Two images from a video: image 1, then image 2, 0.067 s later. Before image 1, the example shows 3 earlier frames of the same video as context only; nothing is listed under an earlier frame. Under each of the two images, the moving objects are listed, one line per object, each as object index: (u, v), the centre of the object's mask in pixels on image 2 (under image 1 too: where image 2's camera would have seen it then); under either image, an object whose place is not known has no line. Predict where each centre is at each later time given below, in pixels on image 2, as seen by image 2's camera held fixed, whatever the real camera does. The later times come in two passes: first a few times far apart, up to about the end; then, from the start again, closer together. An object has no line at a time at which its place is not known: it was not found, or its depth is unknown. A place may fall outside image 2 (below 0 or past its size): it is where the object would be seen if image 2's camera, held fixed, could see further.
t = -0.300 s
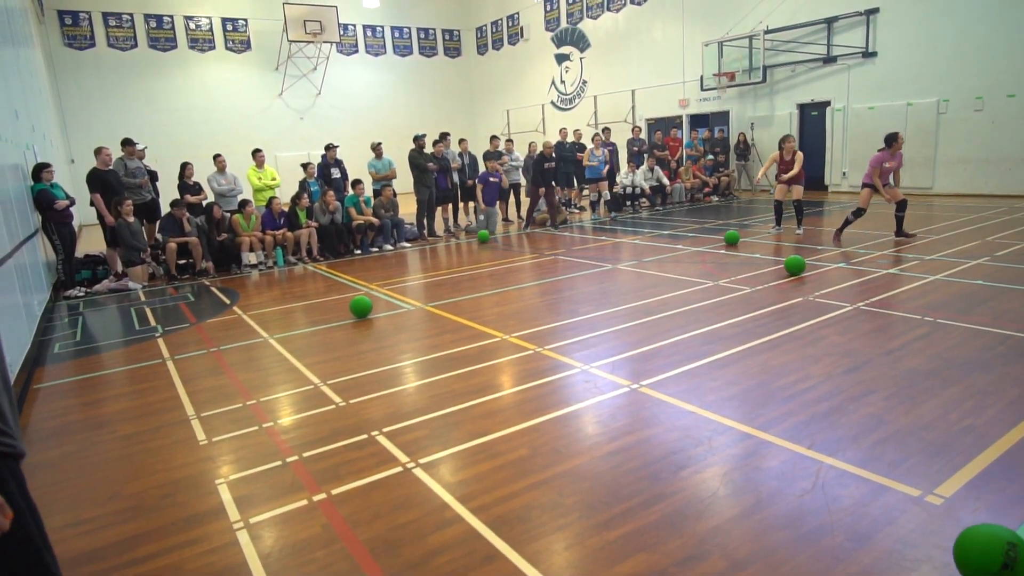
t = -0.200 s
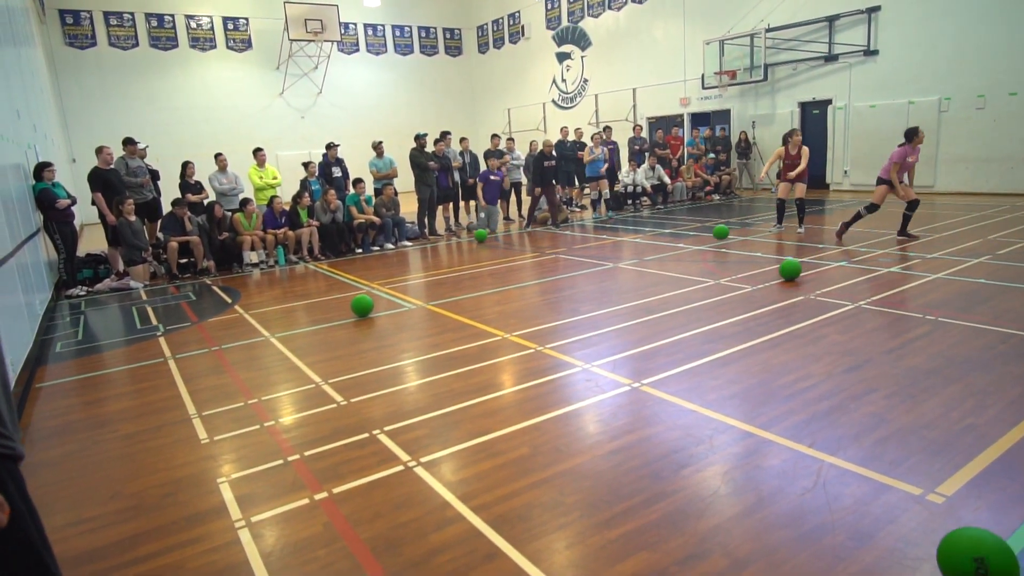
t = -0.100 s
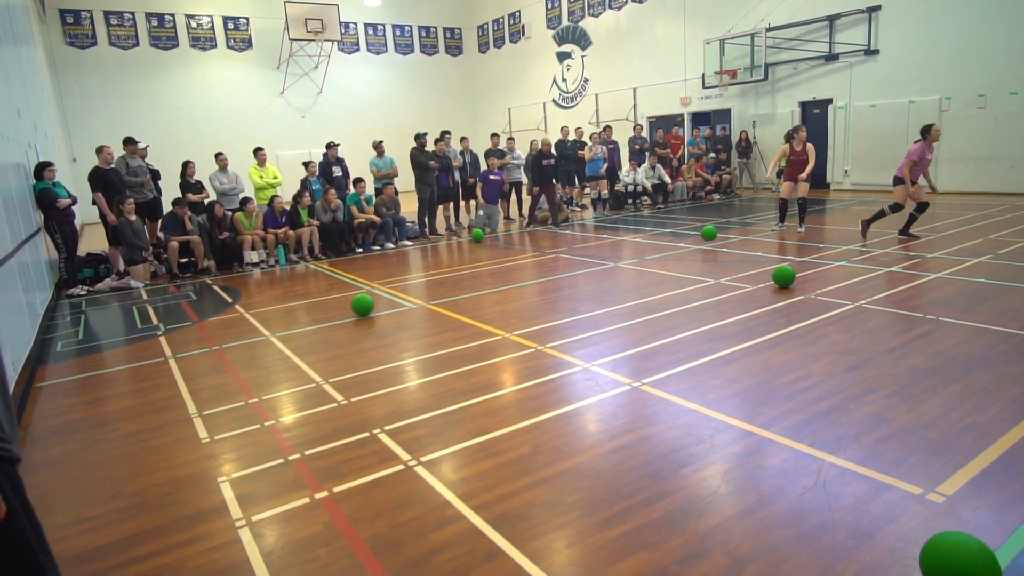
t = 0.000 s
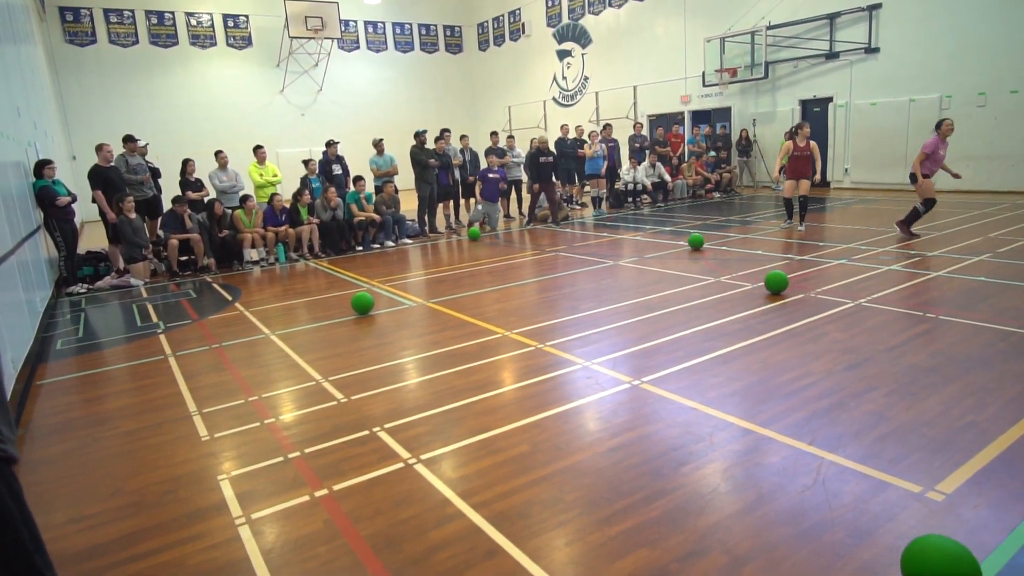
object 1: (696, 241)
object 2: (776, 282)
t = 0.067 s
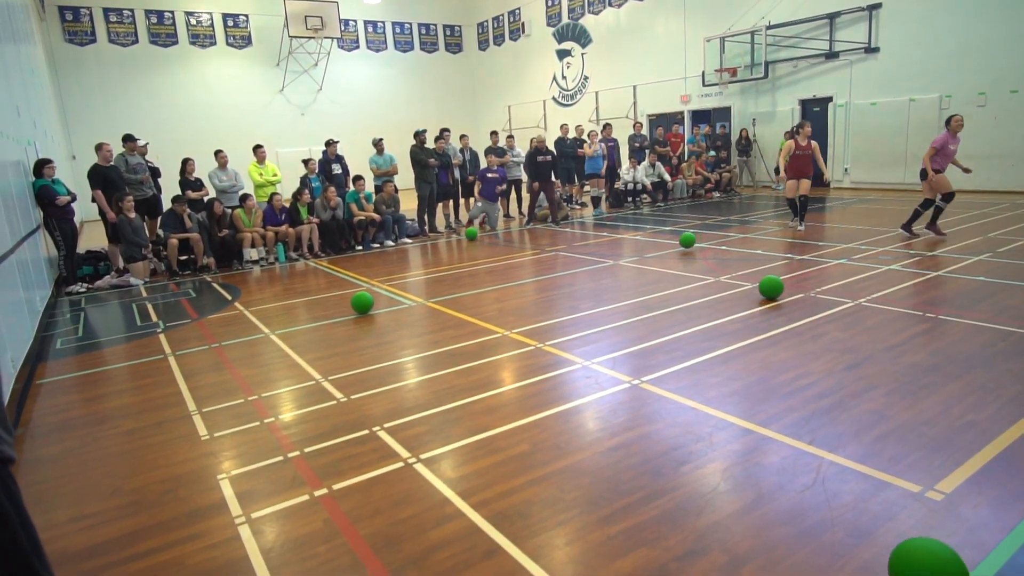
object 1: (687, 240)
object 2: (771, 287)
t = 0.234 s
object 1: (665, 247)
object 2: (757, 302)
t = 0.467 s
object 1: (634, 253)
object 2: (735, 328)
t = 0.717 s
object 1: (600, 260)
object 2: (704, 362)
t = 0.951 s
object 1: (566, 267)
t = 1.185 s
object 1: (531, 274)
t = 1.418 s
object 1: (494, 282)
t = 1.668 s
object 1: (453, 289)
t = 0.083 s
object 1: (685, 240)
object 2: (770, 289)
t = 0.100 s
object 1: (683, 240)
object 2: (769, 290)
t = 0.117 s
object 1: (681, 241)
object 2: (767, 291)
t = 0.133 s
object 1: (679, 241)
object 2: (766, 293)
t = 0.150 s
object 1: (676, 242)
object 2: (764, 295)
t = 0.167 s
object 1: (674, 243)
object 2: (763, 296)
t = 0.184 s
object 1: (672, 244)
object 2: (762, 297)
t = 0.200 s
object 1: (670, 246)
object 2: (760, 299)
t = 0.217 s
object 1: (668, 247)
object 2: (759, 300)
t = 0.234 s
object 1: (665, 247)
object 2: (757, 302)
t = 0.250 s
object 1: (663, 246)
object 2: (756, 304)
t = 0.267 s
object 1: (661, 246)
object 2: (754, 306)
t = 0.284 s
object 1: (659, 246)
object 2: (753, 307)
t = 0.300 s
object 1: (657, 247)
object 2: (751, 309)
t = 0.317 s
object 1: (655, 248)
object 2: (750, 310)
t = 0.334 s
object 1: (652, 249)
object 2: (748, 313)
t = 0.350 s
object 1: (650, 250)
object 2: (747, 314)
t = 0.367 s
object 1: (648, 251)
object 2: (745, 316)
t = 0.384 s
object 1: (646, 250)
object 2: (743, 318)
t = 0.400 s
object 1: (643, 250)
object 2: (742, 320)
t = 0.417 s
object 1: (641, 251)
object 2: (740, 321)
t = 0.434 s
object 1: (639, 251)
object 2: (738, 324)
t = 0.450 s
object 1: (637, 252)
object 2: (737, 326)
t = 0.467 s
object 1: (634, 253)
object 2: (735, 328)
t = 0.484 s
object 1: (632, 254)
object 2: (733, 330)
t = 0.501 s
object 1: (630, 254)
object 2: (731, 332)
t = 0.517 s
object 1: (627, 254)
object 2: (729, 334)
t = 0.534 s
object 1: (625, 254)
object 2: (727, 336)
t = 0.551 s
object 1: (623, 255)
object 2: (726, 338)
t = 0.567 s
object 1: (621, 256)
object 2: (724, 340)
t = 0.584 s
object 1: (618, 257)
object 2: (722, 342)
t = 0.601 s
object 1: (616, 257)
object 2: (720, 345)
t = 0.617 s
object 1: (614, 257)
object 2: (718, 347)
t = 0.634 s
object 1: (611, 258)
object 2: (716, 349)
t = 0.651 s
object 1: (609, 258)
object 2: (713, 352)
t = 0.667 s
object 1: (607, 259)
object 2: (711, 355)
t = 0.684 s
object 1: (604, 259)
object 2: (709, 357)
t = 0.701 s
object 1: (602, 260)
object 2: (707, 359)
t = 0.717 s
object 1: (600, 260)
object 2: (704, 362)
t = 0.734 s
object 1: (597, 261)
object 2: (702, 365)
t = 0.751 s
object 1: (595, 261)
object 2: (700, 367)
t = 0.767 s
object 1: (593, 261)
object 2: (697, 370)
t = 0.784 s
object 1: (590, 262)
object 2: (695, 373)
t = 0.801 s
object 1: (588, 263)
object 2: (692, 376)
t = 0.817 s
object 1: (585, 263)
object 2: (690, 379)
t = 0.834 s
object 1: (583, 263)
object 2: (687, 382)
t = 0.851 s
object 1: (581, 264)
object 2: (684, 385)
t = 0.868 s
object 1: (578, 264)
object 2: (682, 388)
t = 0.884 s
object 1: (576, 265)
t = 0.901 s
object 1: (573, 266)
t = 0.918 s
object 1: (571, 266)
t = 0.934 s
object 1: (569, 267)
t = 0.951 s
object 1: (566, 267)
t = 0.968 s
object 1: (564, 268)
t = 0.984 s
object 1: (561, 268)
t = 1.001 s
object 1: (559, 268)
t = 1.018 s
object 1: (556, 269)
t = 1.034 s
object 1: (554, 269)
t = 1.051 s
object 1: (551, 269)
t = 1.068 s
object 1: (549, 270)
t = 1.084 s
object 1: (546, 271)
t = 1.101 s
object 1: (544, 271)
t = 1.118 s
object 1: (541, 272)
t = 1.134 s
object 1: (538, 272)
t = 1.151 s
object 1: (536, 273)
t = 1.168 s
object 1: (534, 273)
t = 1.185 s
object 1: (531, 274)
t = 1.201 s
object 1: (528, 274)
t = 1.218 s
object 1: (526, 275)
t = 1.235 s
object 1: (523, 275)
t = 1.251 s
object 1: (520, 276)
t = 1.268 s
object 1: (518, 277)
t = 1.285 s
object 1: (515, 277)
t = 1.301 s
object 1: (512, 278)
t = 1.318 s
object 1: (510, 279)
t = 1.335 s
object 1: (507, 279)
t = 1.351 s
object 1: (504, 280)
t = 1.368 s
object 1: (502, 280)
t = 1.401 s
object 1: (496, 281)
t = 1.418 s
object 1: (494, 282)
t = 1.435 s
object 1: (491, 282)
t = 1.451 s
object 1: (488, 283)
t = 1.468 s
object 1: (486, 283)
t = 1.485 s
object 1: (483, 284)
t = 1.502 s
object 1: (480, 284)
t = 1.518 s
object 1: (477, 285)
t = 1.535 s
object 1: (474, 286)
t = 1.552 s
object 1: (472, 286)
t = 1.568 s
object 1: (469, 287)
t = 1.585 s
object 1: (466, 287)
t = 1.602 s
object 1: (464, 288)
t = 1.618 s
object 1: (461, 288)
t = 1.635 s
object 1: (458, 289)
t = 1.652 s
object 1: (455, 289)
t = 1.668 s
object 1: (453, 289)
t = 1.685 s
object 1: (450, 290)
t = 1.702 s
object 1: (447, 290)
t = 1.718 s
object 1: (444, 291)
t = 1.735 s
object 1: (442, 291)
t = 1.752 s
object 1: (439, 292)
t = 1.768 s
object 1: (436, 292)
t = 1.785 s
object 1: (434, 293)
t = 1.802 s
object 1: (431, 293)
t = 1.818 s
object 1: (428, 294)
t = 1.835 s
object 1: (425, 294)
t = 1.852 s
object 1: (422, 295)
